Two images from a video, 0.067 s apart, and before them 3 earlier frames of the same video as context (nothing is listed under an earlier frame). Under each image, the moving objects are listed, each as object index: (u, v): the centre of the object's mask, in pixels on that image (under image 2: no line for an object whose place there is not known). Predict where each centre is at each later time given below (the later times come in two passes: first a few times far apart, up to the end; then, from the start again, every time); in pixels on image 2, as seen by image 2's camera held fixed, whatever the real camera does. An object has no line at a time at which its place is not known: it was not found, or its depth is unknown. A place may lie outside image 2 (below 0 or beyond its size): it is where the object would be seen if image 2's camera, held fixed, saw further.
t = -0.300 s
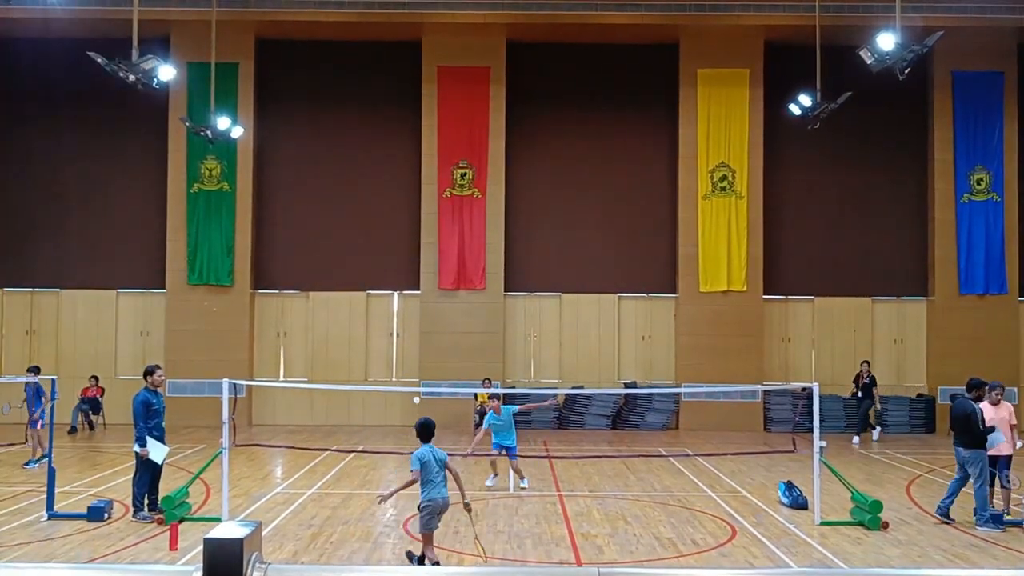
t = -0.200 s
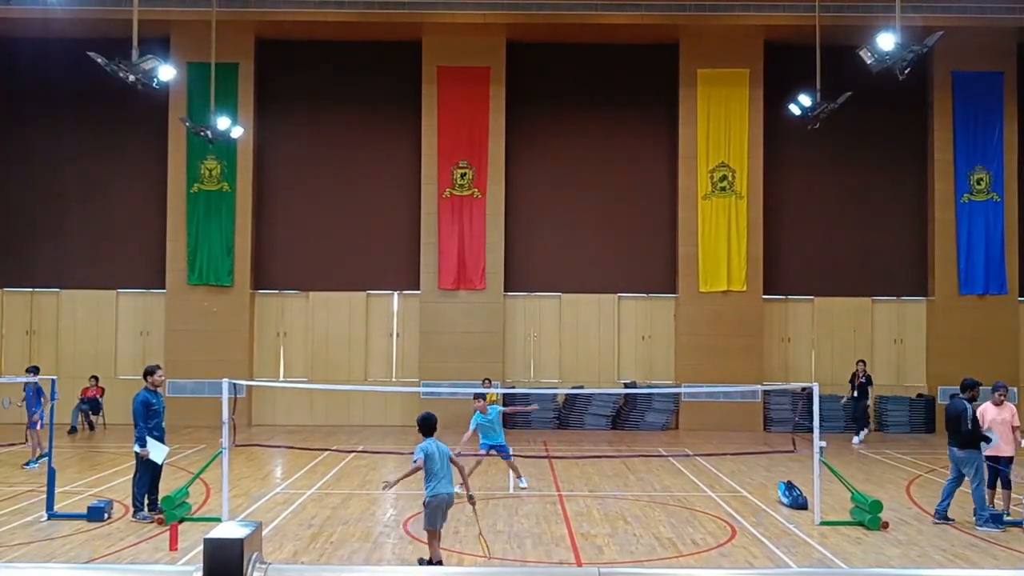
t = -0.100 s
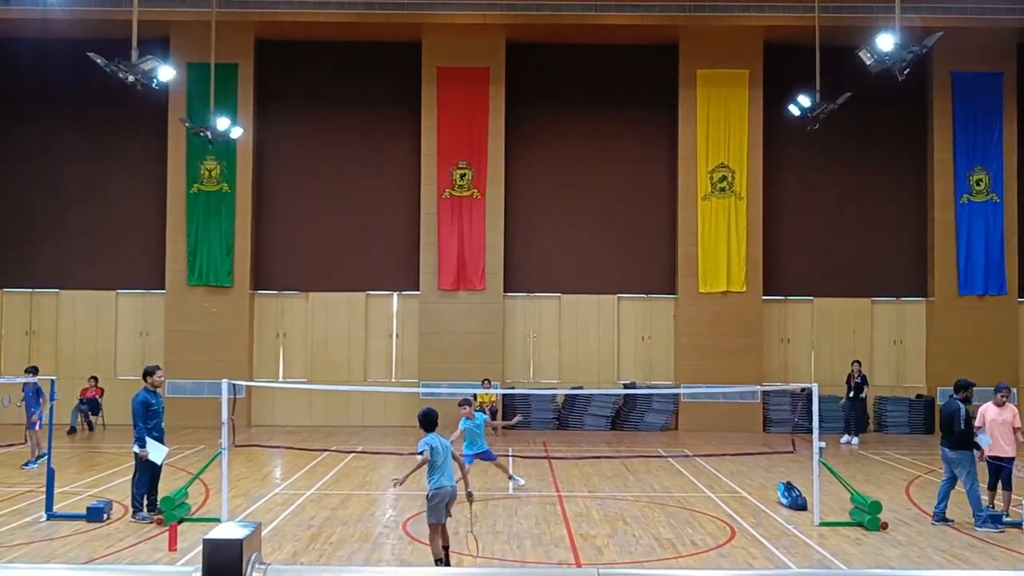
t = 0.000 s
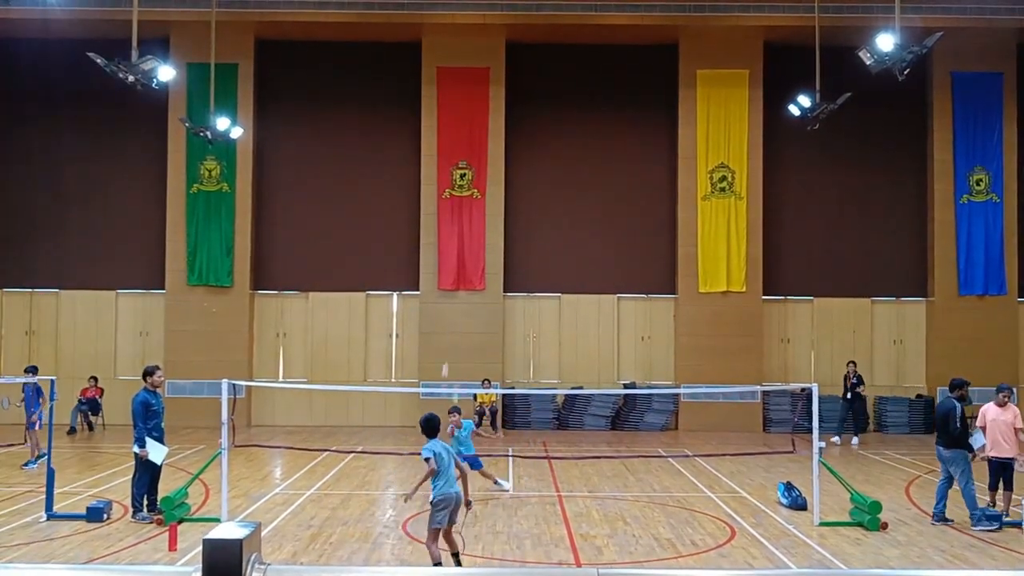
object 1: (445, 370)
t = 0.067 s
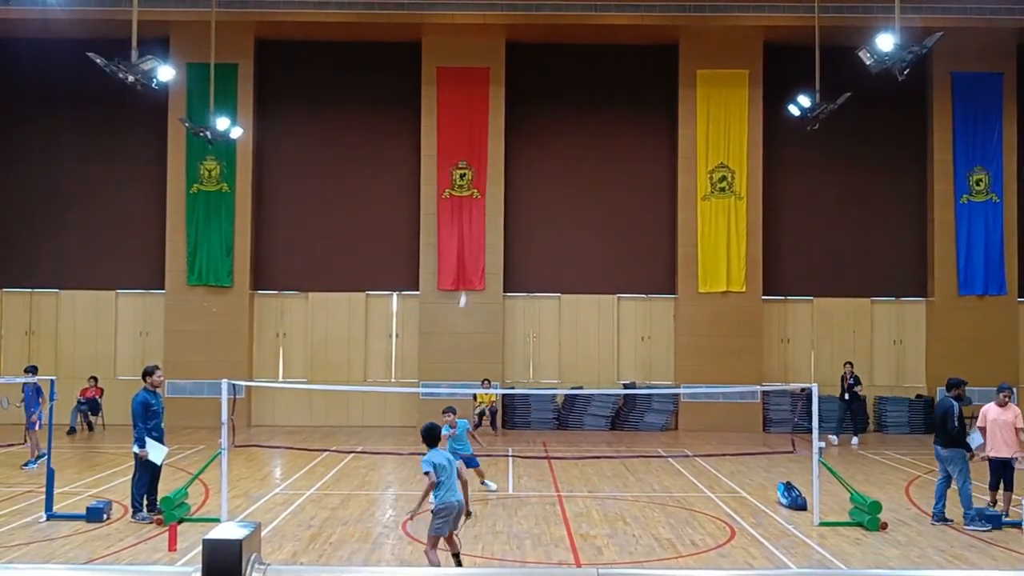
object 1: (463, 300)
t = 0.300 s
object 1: (508, 138)
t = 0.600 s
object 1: (557, 34)
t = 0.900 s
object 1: (601, 19)
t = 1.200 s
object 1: (643, 95)
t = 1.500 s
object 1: (674, 242)
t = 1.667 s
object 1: (688, 346)
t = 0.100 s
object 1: (469, 271)
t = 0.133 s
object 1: (476, 244)
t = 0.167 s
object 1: (483, 219)
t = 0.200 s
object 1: (490, 196)
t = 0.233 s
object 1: (496, 175)
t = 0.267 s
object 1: (503, 156)
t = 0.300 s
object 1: (508, 138)
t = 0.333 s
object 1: (514, 121)
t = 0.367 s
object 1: (520, 107)
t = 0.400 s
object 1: (526, 93)
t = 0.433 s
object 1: (531, 80)
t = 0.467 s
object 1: (536, 69)
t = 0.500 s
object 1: (542, 58)
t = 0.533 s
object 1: (546, 49)
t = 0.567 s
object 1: (552, 40)
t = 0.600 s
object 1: (557, 34)
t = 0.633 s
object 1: (562, 28)
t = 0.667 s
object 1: (566, 23)
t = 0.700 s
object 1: (571, 20)
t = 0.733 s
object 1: (576, 17)
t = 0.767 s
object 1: (581, 16)
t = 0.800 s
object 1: (586, 15)
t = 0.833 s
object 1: (591, 16)
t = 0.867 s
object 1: (596, 17)
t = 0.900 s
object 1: (601, 19)
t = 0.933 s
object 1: (606, 23)
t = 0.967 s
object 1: (612, 29)
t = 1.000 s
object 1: (617, 35)
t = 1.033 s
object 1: (621, 42)
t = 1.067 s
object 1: (626, 50)
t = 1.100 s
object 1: (631, 60)
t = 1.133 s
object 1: (635, 71)
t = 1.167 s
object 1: (639, 82)
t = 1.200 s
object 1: (643, 95)
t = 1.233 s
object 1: (647, 108)
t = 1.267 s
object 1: (651, 123)
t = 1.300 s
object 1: (655, 137)
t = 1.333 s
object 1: (658, 153)
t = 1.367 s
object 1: (661, 169)
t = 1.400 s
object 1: (665, 187)
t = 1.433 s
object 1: (668, 204)
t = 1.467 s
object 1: (671, 222)
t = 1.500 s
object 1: (674, 242)
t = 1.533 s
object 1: (677, 261)
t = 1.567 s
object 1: (680, 282)
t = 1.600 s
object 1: (682, 302)
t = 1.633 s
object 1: (685, 324)
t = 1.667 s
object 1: (688, 346)
